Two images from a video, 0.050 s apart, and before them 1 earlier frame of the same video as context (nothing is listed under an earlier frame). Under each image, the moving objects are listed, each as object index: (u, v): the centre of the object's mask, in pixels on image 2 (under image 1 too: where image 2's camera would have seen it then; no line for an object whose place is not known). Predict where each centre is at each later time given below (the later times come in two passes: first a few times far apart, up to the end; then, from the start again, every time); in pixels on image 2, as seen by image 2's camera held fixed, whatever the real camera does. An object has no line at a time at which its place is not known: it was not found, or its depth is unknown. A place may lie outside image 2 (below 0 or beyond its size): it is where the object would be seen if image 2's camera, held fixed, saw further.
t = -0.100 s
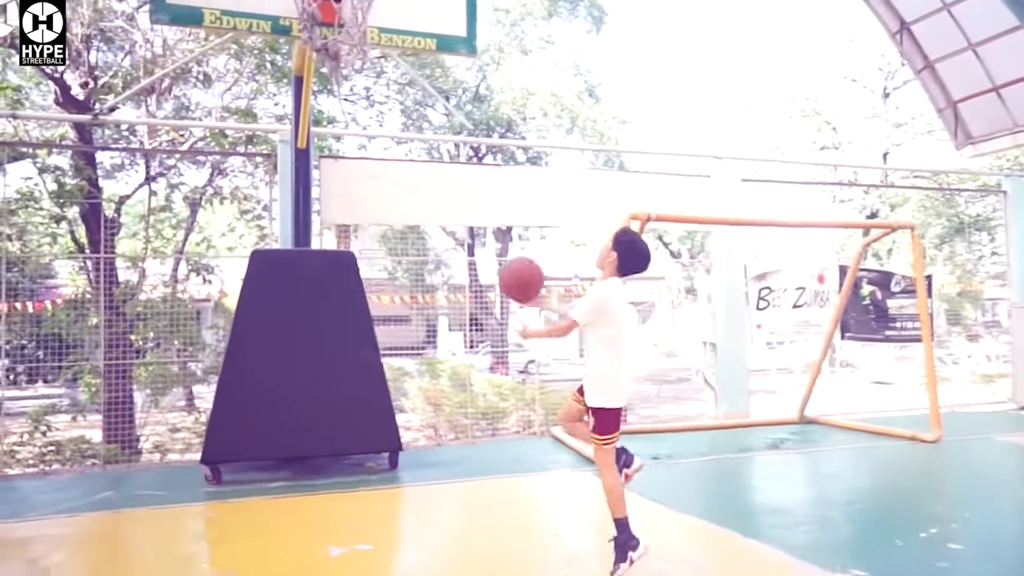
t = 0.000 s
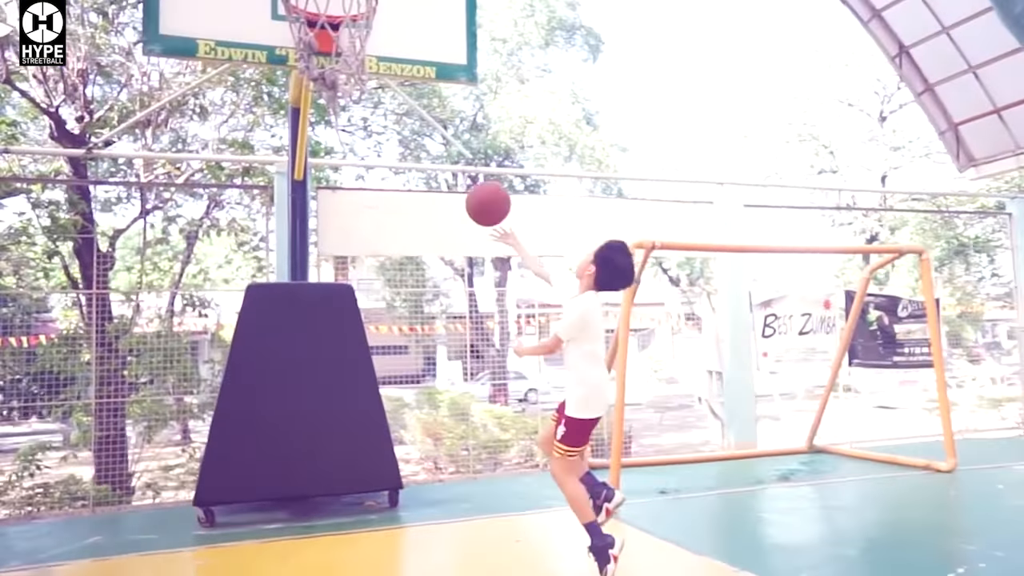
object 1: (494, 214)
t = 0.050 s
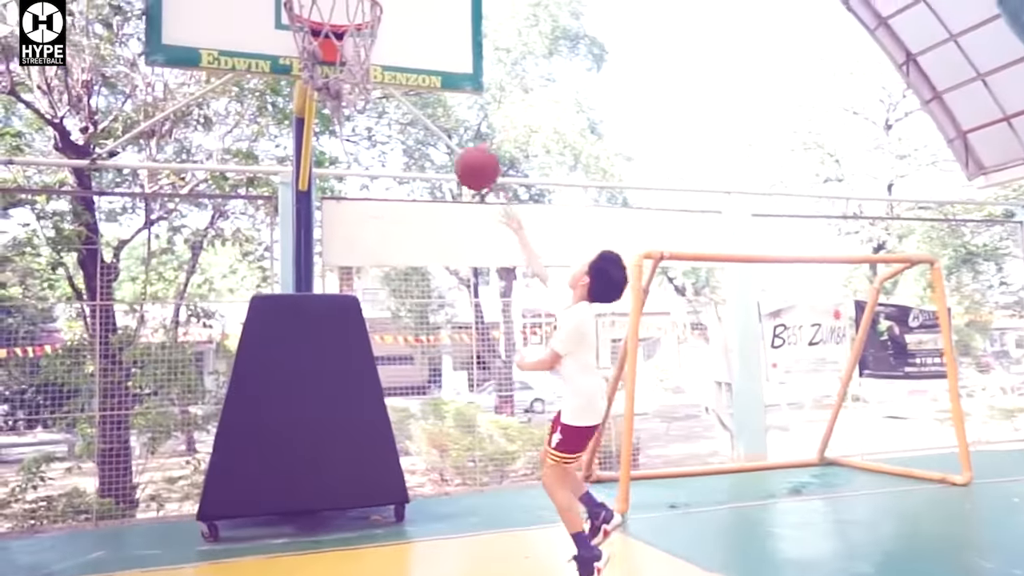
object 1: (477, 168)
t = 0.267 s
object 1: (412, 28)
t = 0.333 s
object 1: (401, 2)
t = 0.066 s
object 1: (473, 154)
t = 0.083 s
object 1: (468, 140)
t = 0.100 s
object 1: (462, 127)
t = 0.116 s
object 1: (456, 114)
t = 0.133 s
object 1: (451, 102)
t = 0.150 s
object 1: (446, 92)
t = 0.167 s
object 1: (441, 81)
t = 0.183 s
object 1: (436, 70)
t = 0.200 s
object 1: (431, 61)
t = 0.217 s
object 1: (426, 52)
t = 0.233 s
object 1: (422, 43)
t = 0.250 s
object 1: (417, 35)
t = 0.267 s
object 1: (412, 28)
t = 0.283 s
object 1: (408, 21)
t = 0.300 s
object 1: (404, 15)
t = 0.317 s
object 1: (403, 9)
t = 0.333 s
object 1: (401, 2)
